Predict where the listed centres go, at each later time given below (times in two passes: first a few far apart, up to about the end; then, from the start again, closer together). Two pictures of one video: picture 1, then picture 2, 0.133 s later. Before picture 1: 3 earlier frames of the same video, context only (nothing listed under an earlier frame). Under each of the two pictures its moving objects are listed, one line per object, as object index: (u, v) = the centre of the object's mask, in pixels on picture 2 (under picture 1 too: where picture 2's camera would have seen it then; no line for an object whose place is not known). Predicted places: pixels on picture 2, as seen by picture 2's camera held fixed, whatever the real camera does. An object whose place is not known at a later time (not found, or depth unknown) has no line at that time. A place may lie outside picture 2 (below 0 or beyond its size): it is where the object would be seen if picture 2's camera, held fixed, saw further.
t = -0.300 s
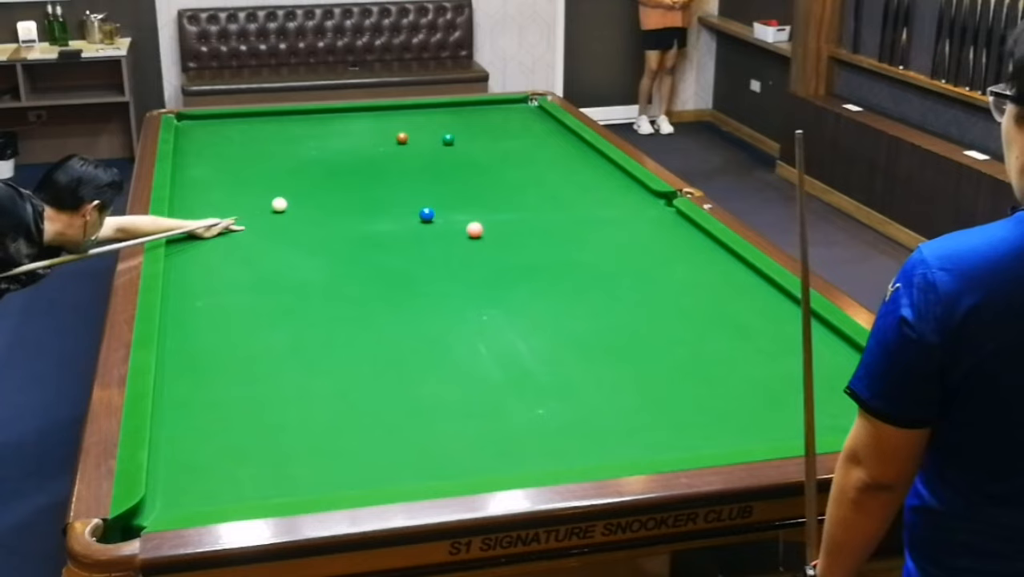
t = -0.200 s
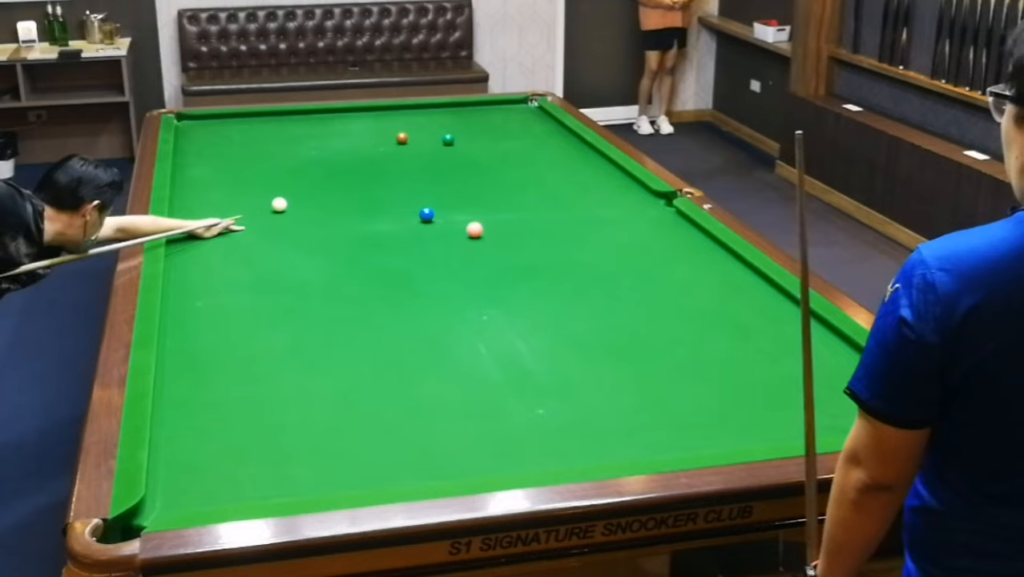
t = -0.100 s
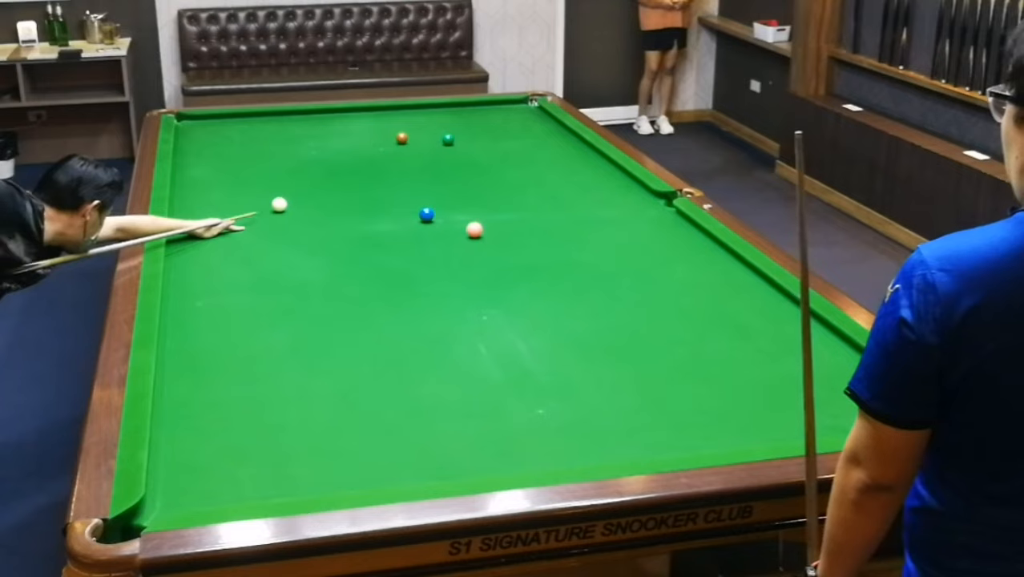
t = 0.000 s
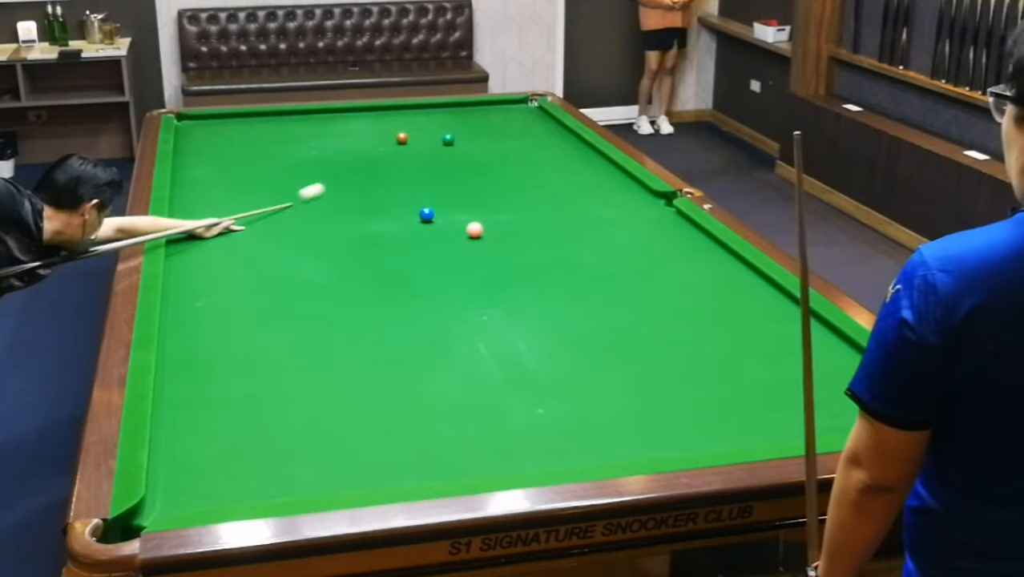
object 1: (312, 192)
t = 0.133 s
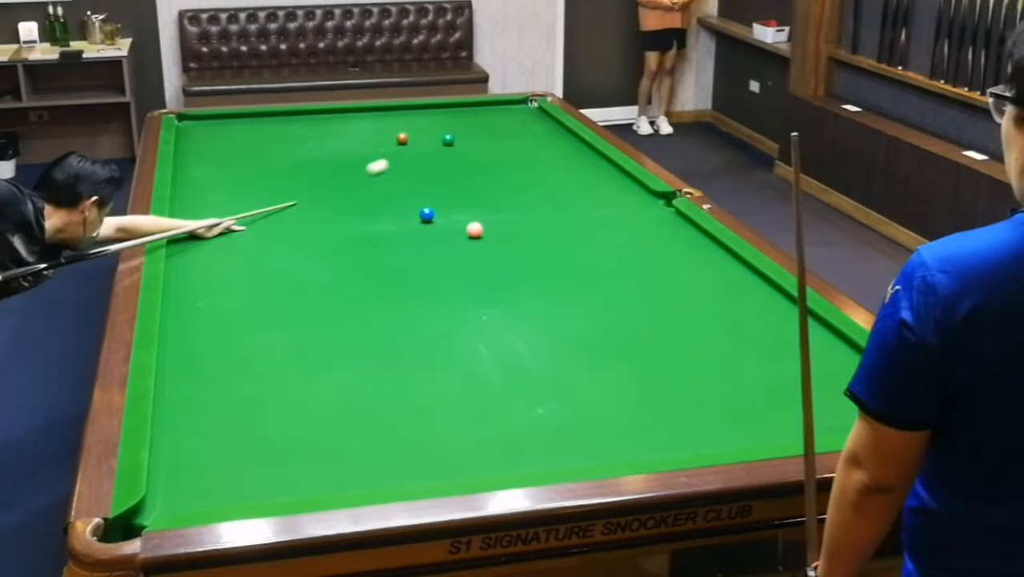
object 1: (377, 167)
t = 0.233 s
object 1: (417, 151)
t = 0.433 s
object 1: (449, 142)
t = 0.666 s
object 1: (460, 142)
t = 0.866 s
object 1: (468, 142)
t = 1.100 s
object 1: (477, 142)
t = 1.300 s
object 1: (483, 142)
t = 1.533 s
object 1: (490, 142)
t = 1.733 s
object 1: (495, 142)
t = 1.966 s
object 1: (499, 142)
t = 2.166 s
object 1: (502, 142)
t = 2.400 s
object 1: (503, 142)
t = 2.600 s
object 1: (504, 142)
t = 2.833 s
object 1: (504, 142)
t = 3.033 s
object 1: (504, 142)
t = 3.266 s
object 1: (504, 141)
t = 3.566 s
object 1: (503, 141)
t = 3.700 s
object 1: (504, 142)
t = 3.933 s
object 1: (504, 142)
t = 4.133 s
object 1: (504, 142)
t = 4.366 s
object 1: (504, 142)
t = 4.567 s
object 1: (504, 142)
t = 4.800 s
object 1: (504, 142)
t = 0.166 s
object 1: (391, 161)
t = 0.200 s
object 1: (404, 156)
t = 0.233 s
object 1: (417, 151)
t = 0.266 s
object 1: (428, 147)
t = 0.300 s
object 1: (438, 143)
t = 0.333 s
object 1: (443, 142)
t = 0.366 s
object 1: (445, 142)
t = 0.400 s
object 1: (447, 142)
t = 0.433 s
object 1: (449, 142)
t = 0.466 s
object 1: (450, 142)
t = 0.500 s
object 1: (452, 142)
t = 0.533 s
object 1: (454, 142)
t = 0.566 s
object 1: (455, 142)
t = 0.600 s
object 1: (456, 142)
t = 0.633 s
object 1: (458, 142)
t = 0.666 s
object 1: (460, 142)
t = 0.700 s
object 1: (461, 142)
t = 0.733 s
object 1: (462, 142)
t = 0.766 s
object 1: (464, 142)
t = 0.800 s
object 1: (465, 142)
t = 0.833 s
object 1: (467, 142)
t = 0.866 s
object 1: (468, 142)
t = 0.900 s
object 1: (469, 142)
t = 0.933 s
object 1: (471, 142)
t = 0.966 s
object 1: (472, 142)
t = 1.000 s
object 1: (473, 142)
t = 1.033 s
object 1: (474, 142)
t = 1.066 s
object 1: (476, 142)
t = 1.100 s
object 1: (477, 142)
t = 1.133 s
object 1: (478, 142)
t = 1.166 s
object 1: (479, 142)
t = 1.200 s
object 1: (480, 142)
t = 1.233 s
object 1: (481, 142)
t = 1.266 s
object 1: (482, 142)
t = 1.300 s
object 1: (483, 142)
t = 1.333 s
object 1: (484, 142)
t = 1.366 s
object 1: (485, 142)
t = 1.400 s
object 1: (486, 142)
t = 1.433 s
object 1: (487, 142)
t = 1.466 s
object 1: (488, 142)
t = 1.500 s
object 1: (489, 142)
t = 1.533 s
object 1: (490, 142)
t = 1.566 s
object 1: (491, 142)
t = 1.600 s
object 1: (491, 142)
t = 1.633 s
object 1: (492, 142)
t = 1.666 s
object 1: (493, 142)
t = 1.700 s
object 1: (494, 142)
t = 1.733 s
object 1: (495, 142)
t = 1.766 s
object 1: (495, 142)
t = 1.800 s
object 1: (496, 142)
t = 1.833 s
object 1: (497, 142)
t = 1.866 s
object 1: (497, 142)
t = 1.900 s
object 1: (498, 142)
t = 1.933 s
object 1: (498, 142)
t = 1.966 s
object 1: (499, 142)
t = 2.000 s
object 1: (499, 142)
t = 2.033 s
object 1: (500, 142)
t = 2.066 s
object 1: (500, 142)
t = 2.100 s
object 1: (501, 142)
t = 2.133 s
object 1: (501, 142)
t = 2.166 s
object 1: (502, 142)
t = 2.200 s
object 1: (502, 142)
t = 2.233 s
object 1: (502, 142)
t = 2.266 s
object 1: (503, 142)
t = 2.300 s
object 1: (503, 142)
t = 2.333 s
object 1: (503, 142)
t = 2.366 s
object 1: (503, 142)
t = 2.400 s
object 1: (503, 142)
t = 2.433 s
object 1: (504, 142)
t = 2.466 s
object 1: (504, 142)
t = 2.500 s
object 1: (504, 142)
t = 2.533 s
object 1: (504, 142)
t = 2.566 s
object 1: (504, 142)
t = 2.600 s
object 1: (504, 142)
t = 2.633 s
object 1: (504, 142)
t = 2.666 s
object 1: (504, 142)
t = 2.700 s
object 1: (504, 142)
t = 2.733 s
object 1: (504, 142)
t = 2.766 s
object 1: (504, 142)
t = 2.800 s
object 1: (504, 142)
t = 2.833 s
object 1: (504, 142)
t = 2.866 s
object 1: (504, 142)
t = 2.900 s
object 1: (504, 142)
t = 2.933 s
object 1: (504, 142)
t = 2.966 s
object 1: (504, 142)
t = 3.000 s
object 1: (504, 142)
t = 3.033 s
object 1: (504, 142)
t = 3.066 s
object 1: (504, 142)
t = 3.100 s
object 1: (504, 142)
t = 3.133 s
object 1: (504, 142)
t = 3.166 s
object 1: (504, 142)
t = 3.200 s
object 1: (504, 142)
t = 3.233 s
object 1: (504, 142)
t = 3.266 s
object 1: (504, 141)
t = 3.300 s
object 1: (504, 141)
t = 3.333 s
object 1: (504, 141)
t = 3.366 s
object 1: (505, 141)
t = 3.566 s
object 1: (503, 141)
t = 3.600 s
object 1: (504, 142)
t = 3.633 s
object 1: (504, 141)
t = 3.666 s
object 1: (504, 142)
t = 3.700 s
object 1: (504, 142)
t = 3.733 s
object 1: (504, 142)
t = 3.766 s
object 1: (504, 142)
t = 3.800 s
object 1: (504, 142)
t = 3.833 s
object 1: (504, 142)
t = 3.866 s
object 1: (504, 142)
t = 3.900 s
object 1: (504, 142)
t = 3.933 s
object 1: (504, 142)
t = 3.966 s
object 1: (504, 142)
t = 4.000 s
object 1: (504, 142)
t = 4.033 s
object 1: (504, 142)
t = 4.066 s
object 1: (504, 142)
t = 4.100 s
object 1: (504, 142)
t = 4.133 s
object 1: (504, 142)
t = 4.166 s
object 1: (504, 142)
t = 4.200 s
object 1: (504, 142)
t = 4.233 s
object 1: (504, 142)
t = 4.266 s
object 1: (504, 142)
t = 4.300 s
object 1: (504, 142)
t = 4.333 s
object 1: (504, 142)
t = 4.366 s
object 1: (504, 142)
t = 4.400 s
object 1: (504, 142)
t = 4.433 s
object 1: (504, 142)
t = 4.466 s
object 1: (504, 142)
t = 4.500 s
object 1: (504, 142)
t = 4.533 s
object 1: (504, 142)
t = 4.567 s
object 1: (504, 142)
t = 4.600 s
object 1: (504, 142)
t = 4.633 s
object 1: (504, 142)
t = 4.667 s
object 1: (504, 142)
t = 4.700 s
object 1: (504, 142)
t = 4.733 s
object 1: (504, 142)
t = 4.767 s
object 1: (504, 142)
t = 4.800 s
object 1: (504, 142)
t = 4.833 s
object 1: (504, 142)
